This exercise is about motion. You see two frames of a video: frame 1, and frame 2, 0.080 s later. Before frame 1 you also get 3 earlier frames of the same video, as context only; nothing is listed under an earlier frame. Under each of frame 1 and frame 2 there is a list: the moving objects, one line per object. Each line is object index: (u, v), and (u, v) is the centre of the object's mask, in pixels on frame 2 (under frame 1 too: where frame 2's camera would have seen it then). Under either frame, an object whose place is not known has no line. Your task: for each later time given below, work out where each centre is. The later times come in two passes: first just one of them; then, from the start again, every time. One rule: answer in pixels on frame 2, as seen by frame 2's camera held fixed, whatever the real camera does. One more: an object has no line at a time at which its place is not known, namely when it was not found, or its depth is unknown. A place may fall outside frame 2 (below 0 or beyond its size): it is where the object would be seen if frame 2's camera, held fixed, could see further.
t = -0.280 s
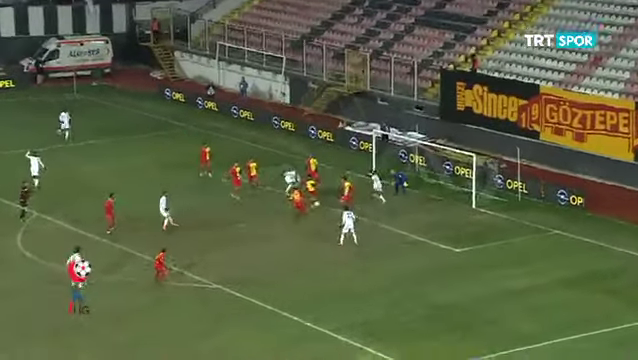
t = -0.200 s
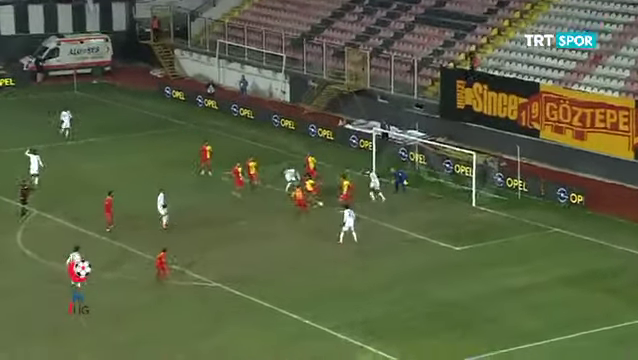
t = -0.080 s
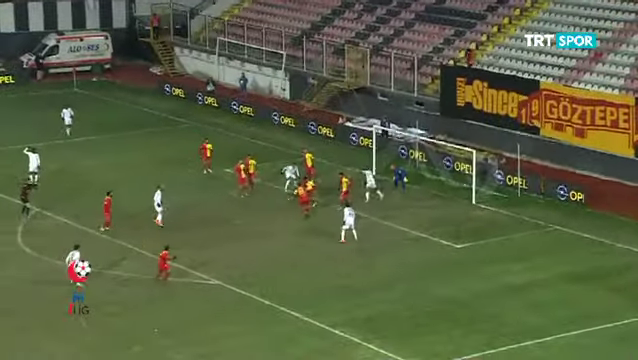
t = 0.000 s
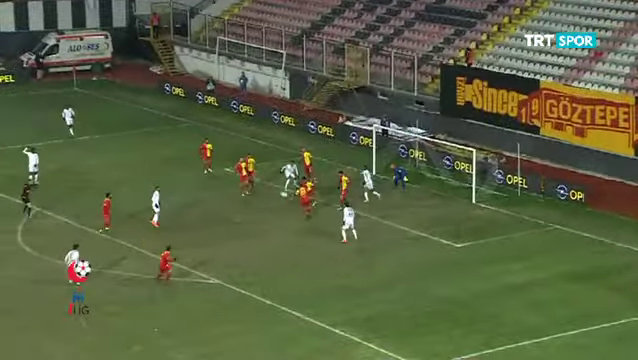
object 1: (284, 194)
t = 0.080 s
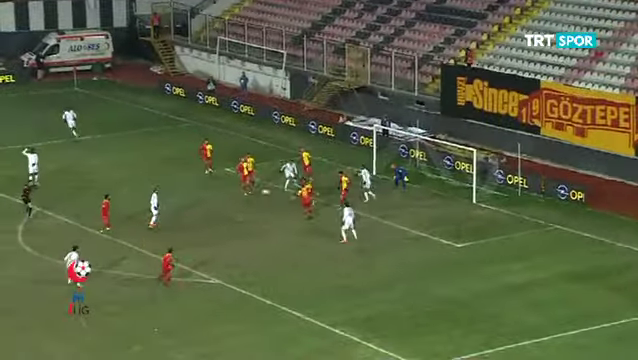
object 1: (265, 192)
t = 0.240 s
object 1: (227, 188)
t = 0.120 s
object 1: (256, 190)
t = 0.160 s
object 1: (246, 189)
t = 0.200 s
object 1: (236, 189)
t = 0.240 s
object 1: (227, 188)
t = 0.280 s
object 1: (217, 187)
